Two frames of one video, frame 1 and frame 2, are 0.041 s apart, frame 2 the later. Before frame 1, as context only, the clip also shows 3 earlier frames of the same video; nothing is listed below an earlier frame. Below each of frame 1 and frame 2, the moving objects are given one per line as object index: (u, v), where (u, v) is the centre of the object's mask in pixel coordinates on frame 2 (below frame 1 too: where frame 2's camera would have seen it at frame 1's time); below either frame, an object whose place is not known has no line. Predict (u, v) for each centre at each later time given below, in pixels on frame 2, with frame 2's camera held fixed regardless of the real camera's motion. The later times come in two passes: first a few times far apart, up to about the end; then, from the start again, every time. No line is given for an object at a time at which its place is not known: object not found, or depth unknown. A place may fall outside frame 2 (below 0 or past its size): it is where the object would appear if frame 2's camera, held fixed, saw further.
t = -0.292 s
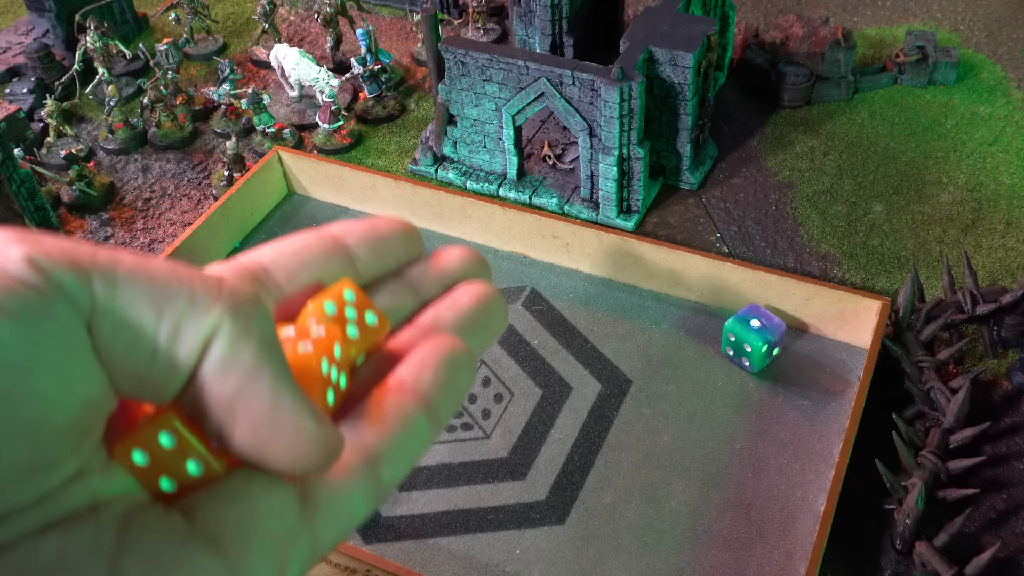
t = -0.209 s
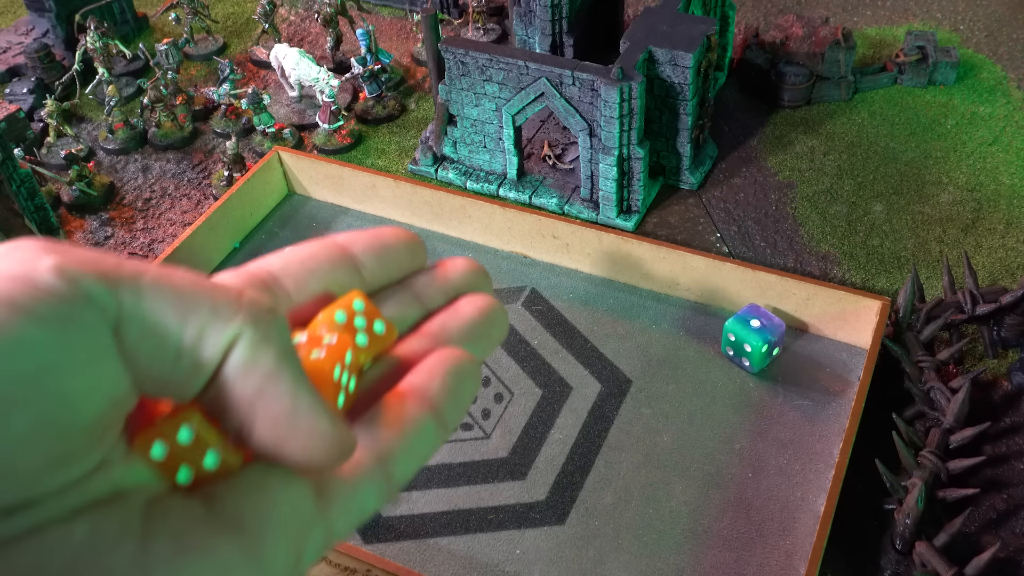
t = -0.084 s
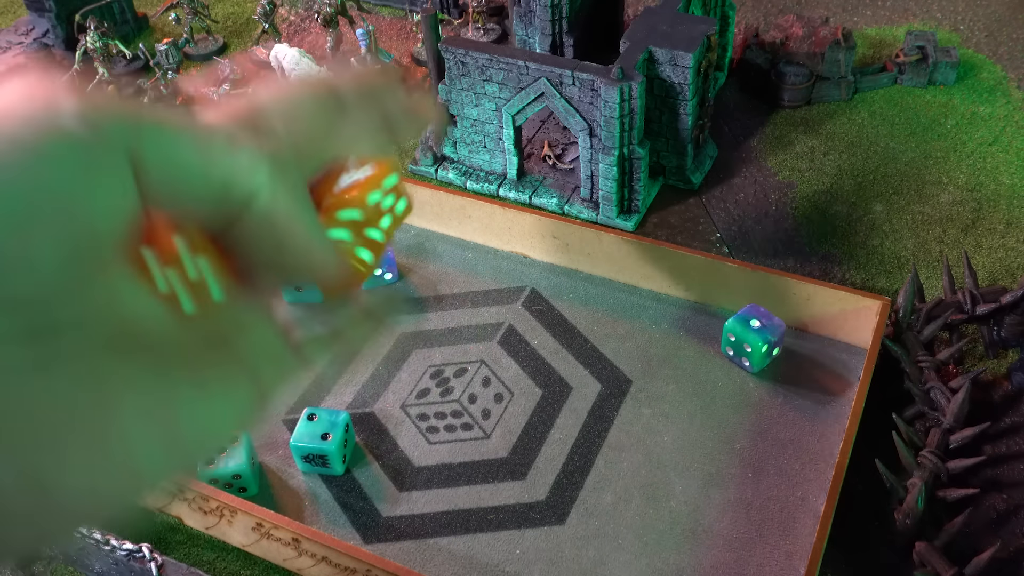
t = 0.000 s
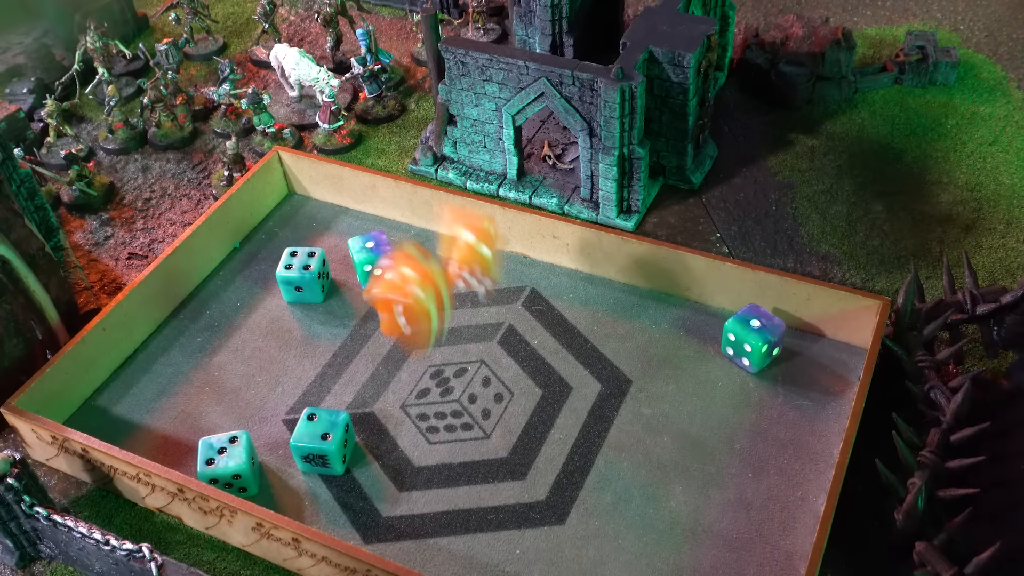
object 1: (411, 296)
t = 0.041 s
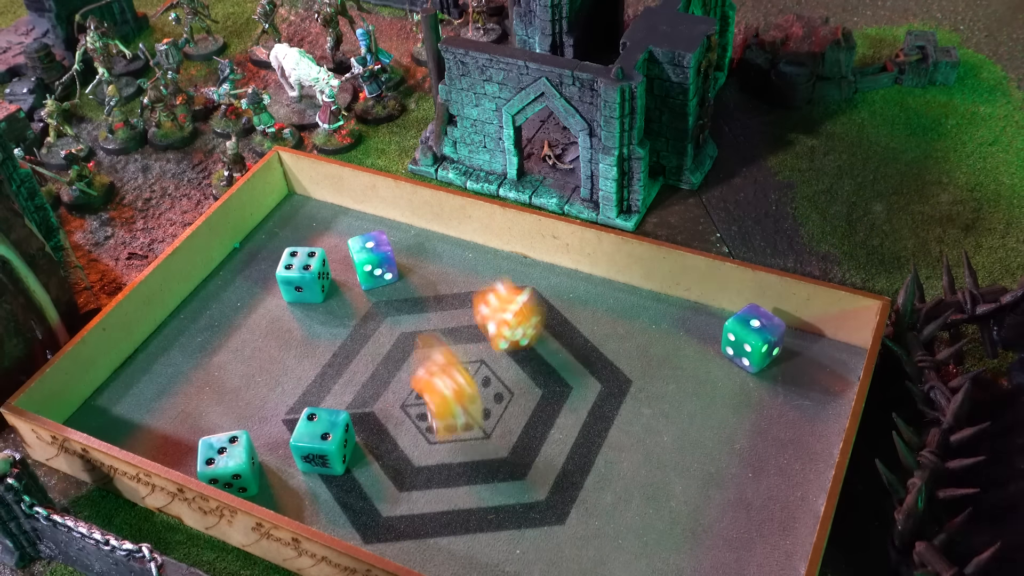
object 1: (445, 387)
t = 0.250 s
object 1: (461, 519)
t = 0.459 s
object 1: (479, 510)
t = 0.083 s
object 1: (454, 424)
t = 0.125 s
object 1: (461, 460)
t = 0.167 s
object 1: (464, 491)
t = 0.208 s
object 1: (467, 510)
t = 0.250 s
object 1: (461, 519)
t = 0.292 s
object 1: (467, 520)
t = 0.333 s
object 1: (477, 513)
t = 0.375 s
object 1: (479, 511)
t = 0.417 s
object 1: (479, 511)
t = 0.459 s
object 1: (479, 510)
